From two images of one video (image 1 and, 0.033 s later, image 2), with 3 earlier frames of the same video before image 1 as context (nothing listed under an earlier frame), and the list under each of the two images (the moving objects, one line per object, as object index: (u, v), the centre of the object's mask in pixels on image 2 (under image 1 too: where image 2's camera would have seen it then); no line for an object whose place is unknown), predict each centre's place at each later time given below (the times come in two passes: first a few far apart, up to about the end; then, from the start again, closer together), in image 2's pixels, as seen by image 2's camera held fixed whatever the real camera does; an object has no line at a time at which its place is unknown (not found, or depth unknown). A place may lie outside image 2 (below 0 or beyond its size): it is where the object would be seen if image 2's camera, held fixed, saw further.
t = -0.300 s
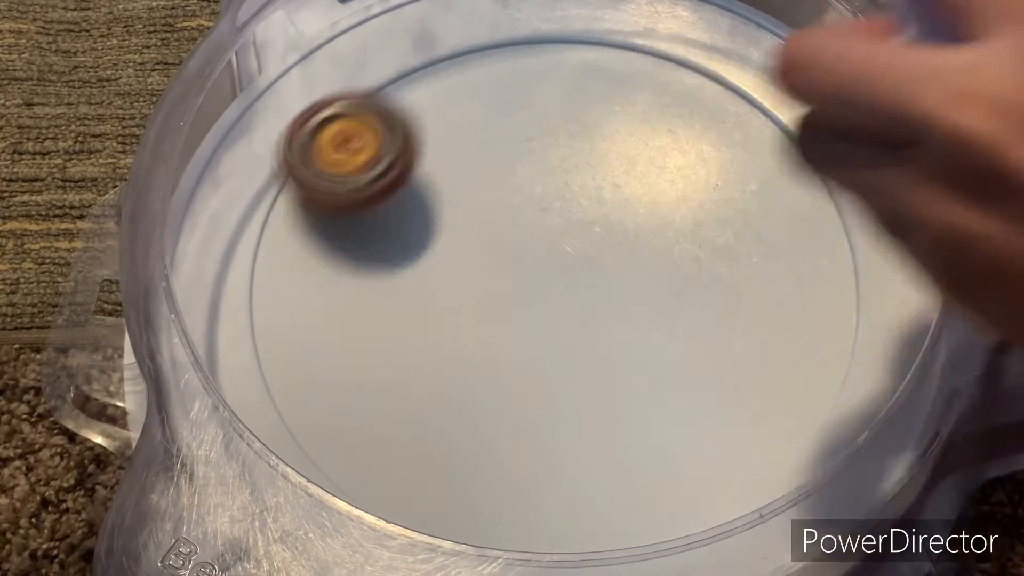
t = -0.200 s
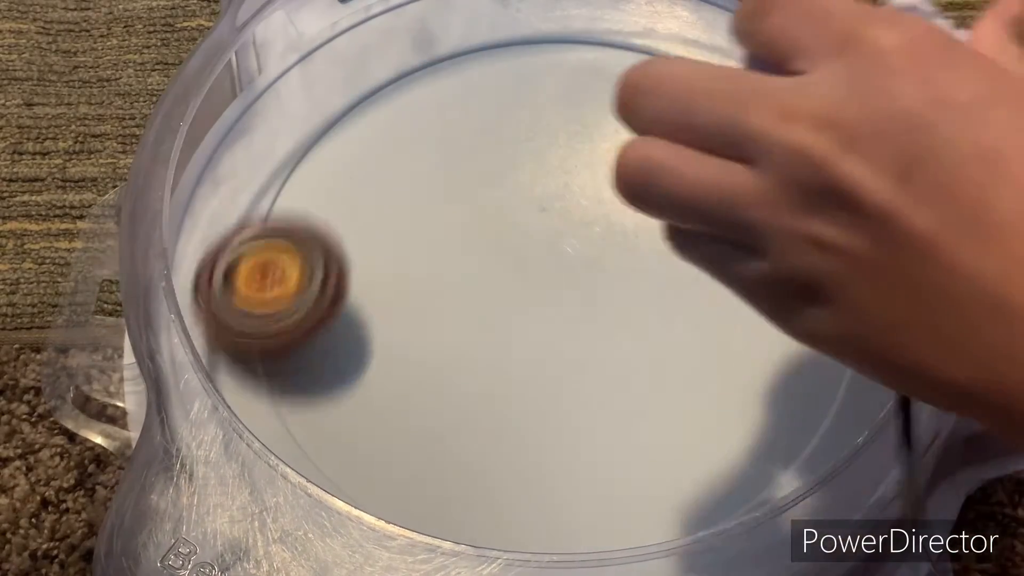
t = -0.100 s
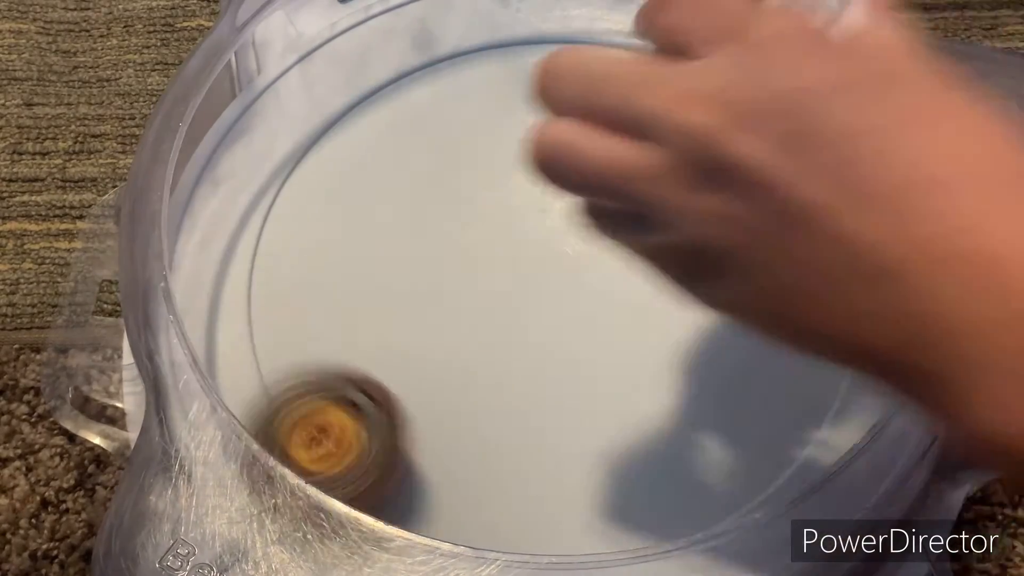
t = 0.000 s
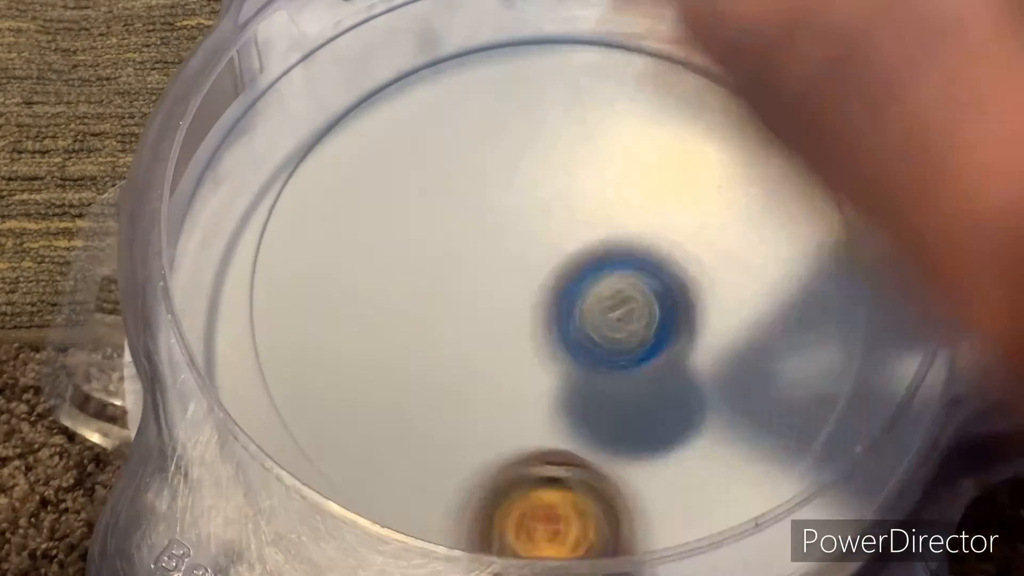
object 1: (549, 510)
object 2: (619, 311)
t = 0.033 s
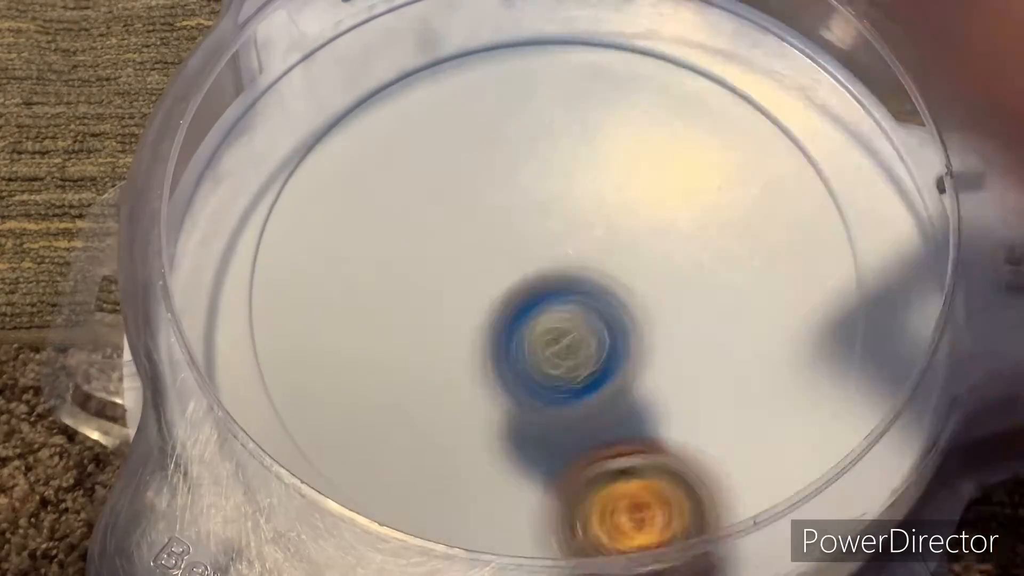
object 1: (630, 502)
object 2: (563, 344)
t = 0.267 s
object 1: (822, 160)
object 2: (286, 371)
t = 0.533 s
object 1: (488, 17)
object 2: (305, 197)
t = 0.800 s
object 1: (499, 173)
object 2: (406, 410)
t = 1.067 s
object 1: (561, 337)
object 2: (702, 413)
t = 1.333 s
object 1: (485, 33)
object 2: (625, 413)
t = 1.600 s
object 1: (420, 130)
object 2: (262, 302)
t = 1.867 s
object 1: (471, 162)
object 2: (359, 325)
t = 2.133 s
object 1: (641, 69)
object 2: (498, 445)
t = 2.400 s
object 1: (601, 153)
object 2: (592, 314)
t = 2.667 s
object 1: (577, 95)
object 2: (521, 465)
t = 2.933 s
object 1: (628, 203)
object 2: (388, 455)
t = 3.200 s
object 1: (783, 257)
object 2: (439, 369)
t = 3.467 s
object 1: (794, 232)
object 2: (616, 340)
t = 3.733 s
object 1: (690, 220)
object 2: (692, 420)
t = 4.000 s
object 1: (573, 335)
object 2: (709, 431)
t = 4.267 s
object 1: (351, 277)
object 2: (703, 389)
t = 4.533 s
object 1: (363, 385)
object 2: (632, 247)
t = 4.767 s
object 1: (468, 404)
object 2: (646, 172)
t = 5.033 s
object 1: (539, 273)
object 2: (665, 169)
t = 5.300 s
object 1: (410, 229)
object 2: (756, 142)
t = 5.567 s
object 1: (435, 251)
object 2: (693, 246)
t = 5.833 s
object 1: (287, 262)
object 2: (601, 275)
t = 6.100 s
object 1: (406, 388)
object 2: (433, 210)
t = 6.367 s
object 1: (628, 304)
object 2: (472, 112)
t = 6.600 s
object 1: (891, 203)
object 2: (468, 202)
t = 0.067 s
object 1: (707, 476)
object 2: (507, 406)
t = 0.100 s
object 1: (780, 441)
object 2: (454, 427)
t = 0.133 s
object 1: (821, 384)
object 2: (399, 435)
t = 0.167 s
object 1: (849, 328)
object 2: (357, 429)
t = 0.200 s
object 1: (858, 266)
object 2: (321, 417)
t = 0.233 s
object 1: (847, 209)
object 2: (296, 392)
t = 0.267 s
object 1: (822, 160)
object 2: (286, 371)
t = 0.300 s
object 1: (783, 117)
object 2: (279, 344)
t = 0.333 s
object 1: (736, 84)
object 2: (281, 310)
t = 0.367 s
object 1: (680, 60)
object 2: (291, 276)
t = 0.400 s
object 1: (619, 49)
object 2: (305, 240)
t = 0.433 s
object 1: (554, 46)
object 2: (324, 204)
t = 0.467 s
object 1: (490, 51)
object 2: (343, 172)
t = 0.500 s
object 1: (462, 40)
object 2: (338, 169)
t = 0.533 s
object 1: (488, 17)
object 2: (305, 197)
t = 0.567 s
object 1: (513, 6)
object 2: (279, 226)
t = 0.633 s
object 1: (525, 24)
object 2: (266, 287)
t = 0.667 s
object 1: (525, 38)
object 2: (282, 318)
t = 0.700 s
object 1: (522, 60)
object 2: (306, 348)
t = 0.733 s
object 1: (517, 95)
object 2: (335, 373)
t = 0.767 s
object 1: (509, 134)
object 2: (368, 394)
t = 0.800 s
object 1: (499, 173)
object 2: (406, 410)
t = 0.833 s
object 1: (489, 207)
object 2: (444, 422)
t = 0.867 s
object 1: (482, 241)
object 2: (484, 430)
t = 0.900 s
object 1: (480, 270)
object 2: (523, 430)
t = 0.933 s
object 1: (484, 295)
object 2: (559, 428)
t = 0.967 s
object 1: (494, 315)
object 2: (595, 424)
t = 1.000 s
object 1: (510, 325)
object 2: (636, 424)
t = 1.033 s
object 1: (532, 333)
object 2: (673, 420)
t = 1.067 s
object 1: (561, 337)
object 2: (702, 413)
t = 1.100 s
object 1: (578, 312)
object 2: (735, 420)
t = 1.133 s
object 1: (567, 244)
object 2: (771, 432)
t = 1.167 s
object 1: (557, 179)
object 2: (803, 467)
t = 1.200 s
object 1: (545, 125)
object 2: (784, 452)
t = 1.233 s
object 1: (531, 79)
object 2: (750, 445)
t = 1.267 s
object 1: (515, 47)
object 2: (717, 445)
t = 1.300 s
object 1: (498, 30)
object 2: (674, 432)
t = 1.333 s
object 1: (485, 33)
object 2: (625, 413)
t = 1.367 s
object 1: (472, 45)
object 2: (572, 388)
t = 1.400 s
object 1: (457, 65)
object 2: (522, 363)
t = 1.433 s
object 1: (444, 93)
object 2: (472, 338)
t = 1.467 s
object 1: (431, 123)
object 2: (426, 315)
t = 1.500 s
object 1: (419, 149)
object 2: (383, 286)
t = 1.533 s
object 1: (418, 138)
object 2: (336, 292)
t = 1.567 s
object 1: (419, 131)
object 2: (294, 299)
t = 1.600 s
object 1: (420, 130)
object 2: (262, 302)
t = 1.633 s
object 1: (419, 132)
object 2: (253, 301)
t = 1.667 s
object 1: (418, 138)
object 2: (251, 301)
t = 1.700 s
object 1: (418, 145)
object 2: (257, 303)
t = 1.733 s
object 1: (419, 154)
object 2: (270, 303)
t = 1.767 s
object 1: (422, 163)
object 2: (291, 301)
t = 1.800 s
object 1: (428, 171)
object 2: (318, 300)
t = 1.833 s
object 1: (437, 180)
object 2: (348, 298)
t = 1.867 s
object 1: (471, 162)
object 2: (359, 325)
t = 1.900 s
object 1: (511, 139)
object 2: (368, 352)
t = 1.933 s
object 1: (544, 119)
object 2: (380, 375)
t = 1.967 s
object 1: (572, 103)
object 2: (396, 396)
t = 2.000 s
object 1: (596, 91)
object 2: (414, 416)
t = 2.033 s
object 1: (615, 80)
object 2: (433, 430)
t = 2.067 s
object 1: (629, 73)
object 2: (453, 441)
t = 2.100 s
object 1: (637, 70)
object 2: (476, 446)
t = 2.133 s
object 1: (641, 69)
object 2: (498, 445)
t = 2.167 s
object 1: (642, 71)
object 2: (519, 439)
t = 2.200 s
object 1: (640, 77)
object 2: (540, 427)
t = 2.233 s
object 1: (636, 85)
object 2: (557, 412)
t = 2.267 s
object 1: (629, 95)
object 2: (570, 394)
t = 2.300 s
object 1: (622, 107)
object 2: (581, 374)
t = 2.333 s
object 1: (614, 121)
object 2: (587, 353)
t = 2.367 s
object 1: (607, 136)
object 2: (591, 333)
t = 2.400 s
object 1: (601, 153)
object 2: (592, 314)
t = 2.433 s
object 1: (596, 157)
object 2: (592, 307)
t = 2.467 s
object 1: (589, 123)
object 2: (594, 337)
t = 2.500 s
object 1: (585, 99)
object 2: (591, 362)
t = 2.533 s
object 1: (582, 86)
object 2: (583, 386)
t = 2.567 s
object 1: (581, 82)
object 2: (572, 410)
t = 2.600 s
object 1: (580, 84)
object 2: (558, 432)
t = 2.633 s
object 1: (578, 89)
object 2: (540, 450)
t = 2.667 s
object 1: (577, 95)
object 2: (521, 465)
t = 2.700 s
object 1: (577, 104)
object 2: (501, 473)
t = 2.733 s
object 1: (579, 115)
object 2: (479, 477)
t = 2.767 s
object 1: (581, 127)
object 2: (459, 478)
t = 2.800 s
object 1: (585, 140)
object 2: (441, 476)
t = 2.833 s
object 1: (591, 155)
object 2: (424, 473)
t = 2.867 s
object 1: (601, 170)
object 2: (409, 468)
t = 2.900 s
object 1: (613, 187)
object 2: (397, 462)
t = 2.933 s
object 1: (628, 203)
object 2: (388, 455)
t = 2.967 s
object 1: (645, 217)
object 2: (382, 448)
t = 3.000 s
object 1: (664, 230)
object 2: (380, 440)
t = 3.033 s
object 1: (685, 241)
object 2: (380, 431)
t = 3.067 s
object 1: (706, 248)
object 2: (385, 419)
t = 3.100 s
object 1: (727, 254)
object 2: (394, 406)
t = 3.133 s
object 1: (748, 257)
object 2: (407, 392)
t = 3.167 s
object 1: (767, 258)
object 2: (422, 380)
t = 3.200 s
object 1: (783, 257)
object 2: (439, 369)
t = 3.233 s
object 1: (798, 253)
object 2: (458, 359)
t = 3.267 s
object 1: (808, 248)
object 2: (480, 351)
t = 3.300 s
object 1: (815, 243)
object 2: (503, 346)
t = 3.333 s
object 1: (817, 237)
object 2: (526, 341)
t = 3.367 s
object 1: (816, 234)
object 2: (550, 338)
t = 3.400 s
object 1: (811, 232)
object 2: (573, 338)
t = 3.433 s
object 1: (804, 231)
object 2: (596, 338)
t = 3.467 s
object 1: (794, 232)
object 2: (616, 340)
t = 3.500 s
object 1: (782, 233)
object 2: (635, 344)
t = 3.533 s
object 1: (769, 236)
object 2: (654, 350)
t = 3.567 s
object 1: (756, 237)
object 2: (663, 361)
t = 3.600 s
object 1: (748, 222)
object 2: (669, 372)
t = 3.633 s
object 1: (738, 217)
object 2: (673, 387)
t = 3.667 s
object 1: (724, 214)
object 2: (679, 399)
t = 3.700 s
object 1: (708, 216)
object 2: (686, 410)
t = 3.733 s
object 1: (690, 220)
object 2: (692, 420)
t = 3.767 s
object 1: (671, 227)
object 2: (696, 428)
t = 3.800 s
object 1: (652, 237)
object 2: (701, 434)
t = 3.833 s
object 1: (634, 249)
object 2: (704, 436)
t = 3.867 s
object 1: (617, 264)
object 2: (711, 439)
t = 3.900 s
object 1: (602, 280)
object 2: (713, 440)
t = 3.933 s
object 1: (590, 298)
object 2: (713, 440)
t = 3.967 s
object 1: (580, 316)
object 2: (712, 436)
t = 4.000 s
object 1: (573, 335)
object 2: (709, 431)
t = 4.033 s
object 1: (537, 327)
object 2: (735, 441)
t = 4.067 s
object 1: (494, 310)
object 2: (757, 447)
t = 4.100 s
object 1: (457, 294)
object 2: (754, 444)
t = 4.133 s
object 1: (425, 284)
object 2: (749, 437)
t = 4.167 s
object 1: (398, 276)
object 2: (743, 429)
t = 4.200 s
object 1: (378, 272)
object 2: (732, 416)
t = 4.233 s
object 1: (362, 273)
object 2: (718, 404)
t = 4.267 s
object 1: (351, 277)
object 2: (703, 389)
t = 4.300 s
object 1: (344, 285)
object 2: (691, 371)
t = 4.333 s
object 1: (340, 296)
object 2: (678, 355)
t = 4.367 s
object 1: (340, 309)
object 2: (664, 336)
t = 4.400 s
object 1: (342, 324)
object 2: (654, 317)
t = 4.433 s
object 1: (346, 340)
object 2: (647, 298)
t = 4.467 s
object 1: (351, 355)
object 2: (641, 281)
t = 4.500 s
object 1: (357, 371)
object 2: (634, 263)
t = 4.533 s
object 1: (363, 385)
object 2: (632, 247)
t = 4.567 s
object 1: (372, 398)
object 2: (632, 234)
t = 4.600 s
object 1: (384, 409)
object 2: (630, 220)
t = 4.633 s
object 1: (399, 415)
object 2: (631, 207)
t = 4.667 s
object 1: (415, 418)
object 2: (634, 197)
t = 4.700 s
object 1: (433, 417)
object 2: (637, 188)
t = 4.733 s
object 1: (451, 412)
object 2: (640, 178)
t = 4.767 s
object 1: (468, 404)
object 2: (646, 172)
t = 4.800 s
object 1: (485, 393)
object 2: (649, 168)
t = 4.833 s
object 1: (500, 379)
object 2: (653, 164)
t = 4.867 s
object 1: (512, 363)
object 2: (659, 162)
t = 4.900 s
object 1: (522, 346)
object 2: (661, 162)
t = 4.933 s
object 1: (531, 328)
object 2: (663, 162)
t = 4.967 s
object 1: (536, 309)
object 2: (666, 164)
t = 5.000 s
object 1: (538, 291)
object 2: (665, 167)
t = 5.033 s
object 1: (539, 273)
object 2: (665, 169)
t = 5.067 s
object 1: (536, 256)
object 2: (663, 175)
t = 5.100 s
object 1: (528, 241)
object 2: (661, 177)
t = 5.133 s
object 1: (490, 237)
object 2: (682, 168)
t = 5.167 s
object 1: (458, 234)
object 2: (700, 161)
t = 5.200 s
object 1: (435, 230)
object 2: (716, 153)
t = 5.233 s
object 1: (422, 228)
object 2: (730, 149)
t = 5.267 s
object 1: (415, 228)
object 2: (743, 144)
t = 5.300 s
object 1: (410, 229)
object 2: (756, 142)
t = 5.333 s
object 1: (407, 230)
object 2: (764, 146)
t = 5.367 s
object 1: (407, 233)
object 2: (773, 152)
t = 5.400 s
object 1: (408, 236)
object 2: (777, 163)
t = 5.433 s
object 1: (411, 240)
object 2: (776, 179)
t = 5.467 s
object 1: (415, 243)
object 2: (765, 199)
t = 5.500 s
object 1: (421, 246)
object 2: (748, 216)
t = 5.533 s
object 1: (427, 249)
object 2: (721, 236)
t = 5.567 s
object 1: (435, 251)
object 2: (693, 246)
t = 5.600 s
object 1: (443, 253)
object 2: (659, 257)
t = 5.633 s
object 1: (454, 255)
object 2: (627, 259)
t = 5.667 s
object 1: (437, 249)
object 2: (614, 262)
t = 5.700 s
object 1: (384, 244)
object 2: (623, 265)
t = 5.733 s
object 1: (344, 240)
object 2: (628, 267)
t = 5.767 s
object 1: (313, 241)
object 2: (625, 270)
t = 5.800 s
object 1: (296, 249)
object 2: (617, 272)
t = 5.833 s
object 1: (287, 262)
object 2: (601, 275)
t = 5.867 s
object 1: (285, 281)
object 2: (580, 275)
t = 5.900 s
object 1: (287, 302)
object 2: (555, 274)
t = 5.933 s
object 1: (294, 321)
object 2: (530, 267)
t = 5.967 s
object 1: (307, 340)
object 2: (507, 261)
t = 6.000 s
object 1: (324, 357)
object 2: (485, 250)
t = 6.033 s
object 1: (347, 369)
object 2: (464, 238)
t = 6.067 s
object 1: (376, 380)
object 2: (448, 225)
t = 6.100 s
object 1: (406, 388)
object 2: (433, 210)
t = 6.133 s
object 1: (438, 391)
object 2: (423, 194)
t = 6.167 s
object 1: (470, 389)
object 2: (416, 179)
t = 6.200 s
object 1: (502, 383)
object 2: (416, 165)
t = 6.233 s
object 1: (532, 373)
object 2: (416, 148)
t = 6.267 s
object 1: (560, 360)
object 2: (423, 135)
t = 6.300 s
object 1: (585, 343)
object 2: (433, 122)
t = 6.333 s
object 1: (608, 325)
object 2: (449, 116)
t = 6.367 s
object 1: (628, 304)
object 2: (472, 112)
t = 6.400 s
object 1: (644, 282)
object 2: (493, 118)
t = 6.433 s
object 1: (658, 259)
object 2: (515, 131)
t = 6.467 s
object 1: (667, 236)
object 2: (536, 148)
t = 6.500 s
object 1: (679, 214)
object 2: (546, 168)
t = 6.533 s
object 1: (759, 213)
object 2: (519, 178)
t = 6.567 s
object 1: (837, 209)
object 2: (490, 189)
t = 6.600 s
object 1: (891, 203)
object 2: (468, 202)
